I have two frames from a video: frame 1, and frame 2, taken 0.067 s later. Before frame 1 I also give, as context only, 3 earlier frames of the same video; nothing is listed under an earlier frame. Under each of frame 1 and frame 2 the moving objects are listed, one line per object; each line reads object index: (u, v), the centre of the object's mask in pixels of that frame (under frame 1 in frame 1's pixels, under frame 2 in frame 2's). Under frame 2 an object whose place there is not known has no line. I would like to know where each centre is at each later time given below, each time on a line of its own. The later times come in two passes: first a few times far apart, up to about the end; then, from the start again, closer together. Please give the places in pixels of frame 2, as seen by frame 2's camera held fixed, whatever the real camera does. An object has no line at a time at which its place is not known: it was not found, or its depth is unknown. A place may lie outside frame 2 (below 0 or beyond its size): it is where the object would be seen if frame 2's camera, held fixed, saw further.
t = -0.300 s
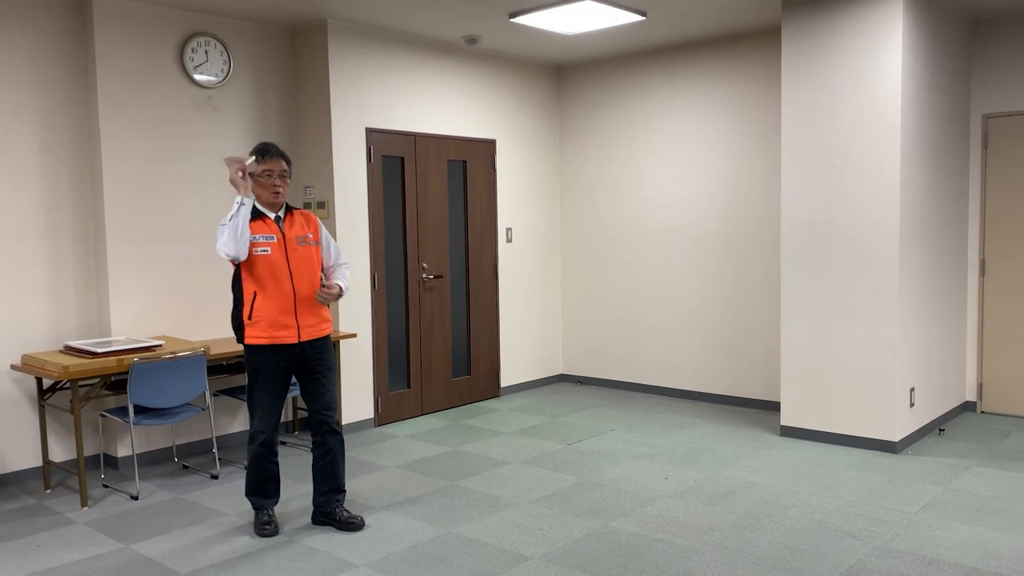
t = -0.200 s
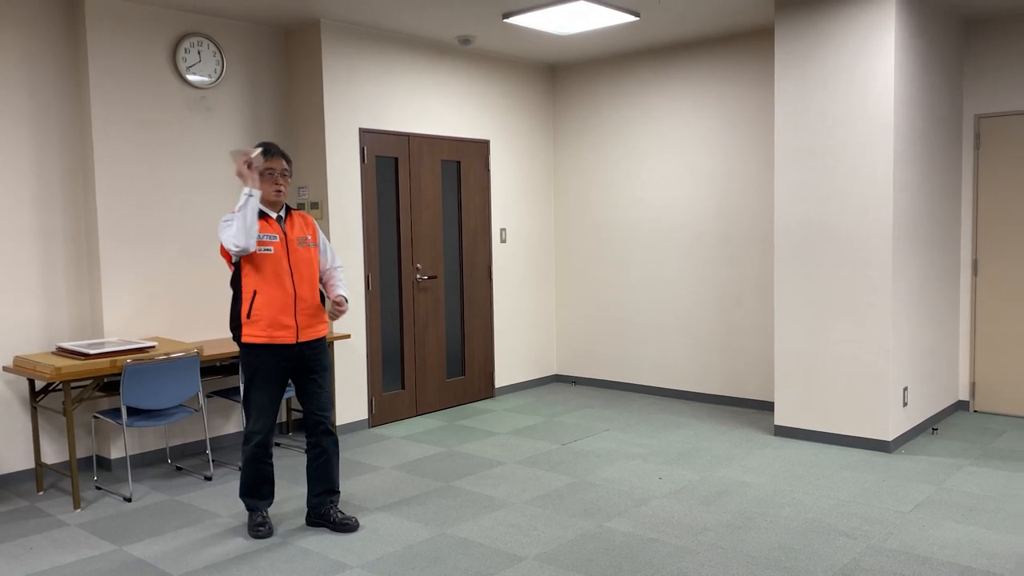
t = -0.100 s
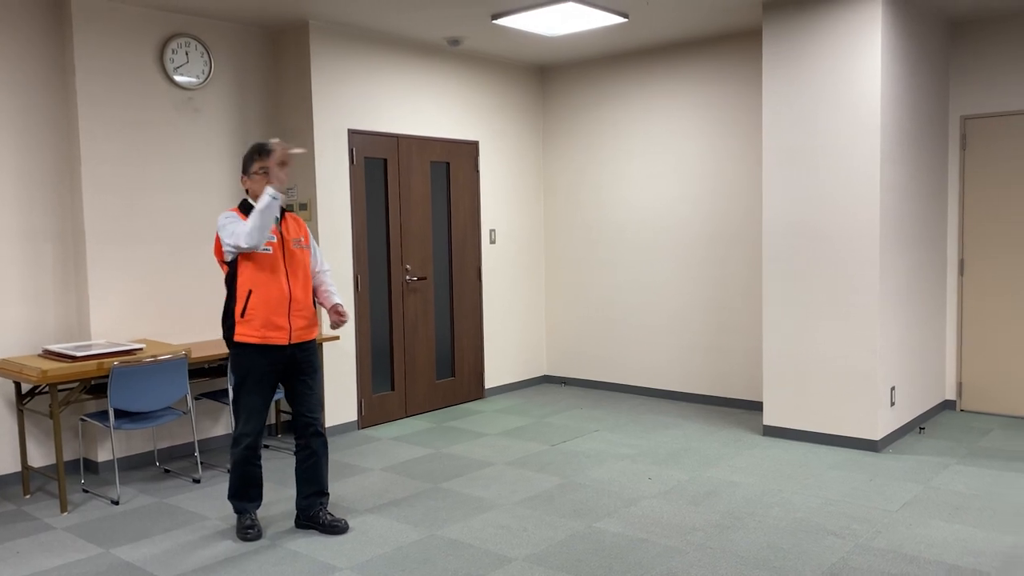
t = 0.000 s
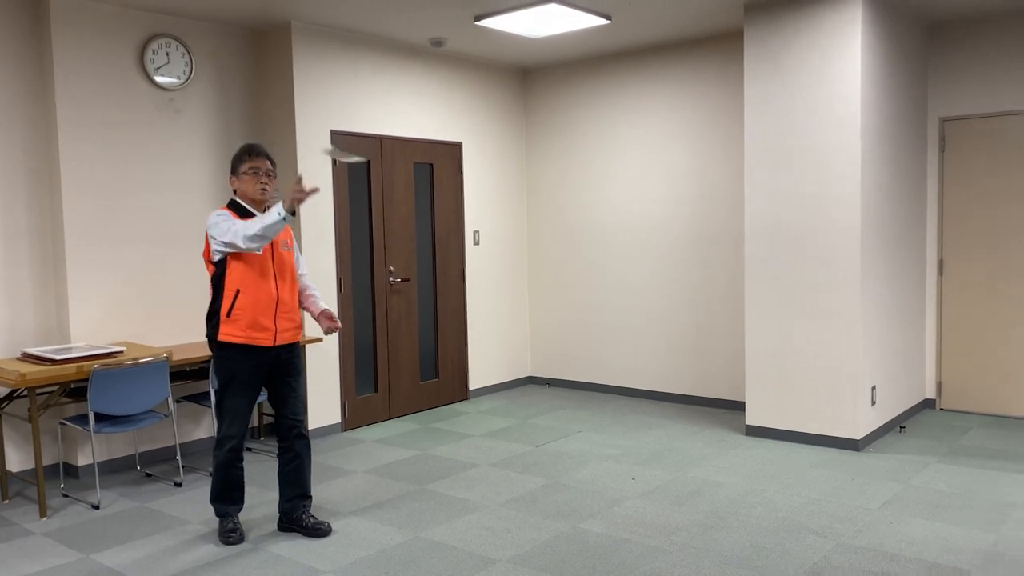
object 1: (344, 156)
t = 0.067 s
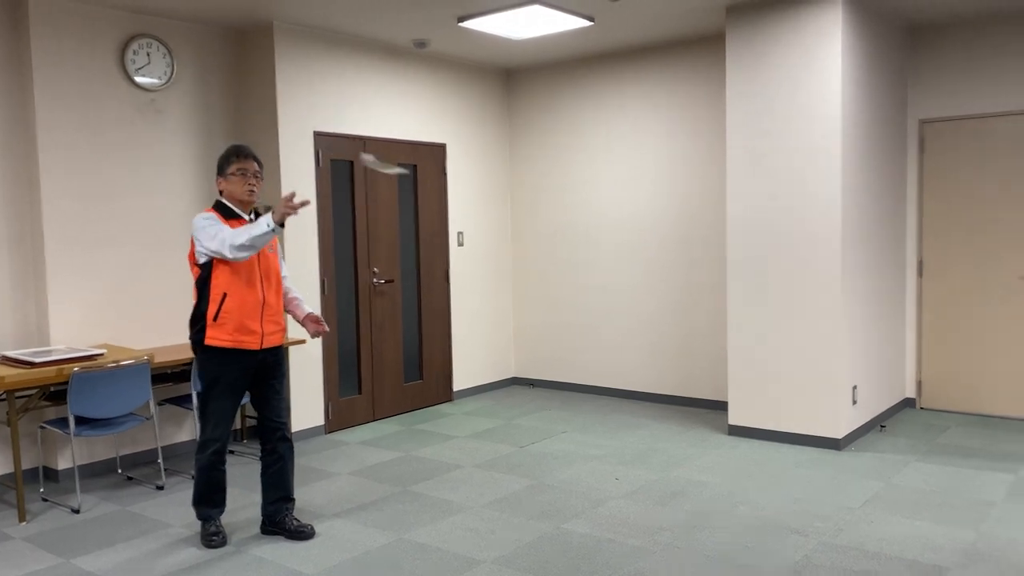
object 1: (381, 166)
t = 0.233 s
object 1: (550, 203)
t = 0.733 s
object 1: (1353, 288)
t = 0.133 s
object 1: (441, 179)
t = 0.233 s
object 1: (550, 203)
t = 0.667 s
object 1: (1209, 279)
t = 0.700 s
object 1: (1279, 283)
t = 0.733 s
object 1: (1353, 288)
